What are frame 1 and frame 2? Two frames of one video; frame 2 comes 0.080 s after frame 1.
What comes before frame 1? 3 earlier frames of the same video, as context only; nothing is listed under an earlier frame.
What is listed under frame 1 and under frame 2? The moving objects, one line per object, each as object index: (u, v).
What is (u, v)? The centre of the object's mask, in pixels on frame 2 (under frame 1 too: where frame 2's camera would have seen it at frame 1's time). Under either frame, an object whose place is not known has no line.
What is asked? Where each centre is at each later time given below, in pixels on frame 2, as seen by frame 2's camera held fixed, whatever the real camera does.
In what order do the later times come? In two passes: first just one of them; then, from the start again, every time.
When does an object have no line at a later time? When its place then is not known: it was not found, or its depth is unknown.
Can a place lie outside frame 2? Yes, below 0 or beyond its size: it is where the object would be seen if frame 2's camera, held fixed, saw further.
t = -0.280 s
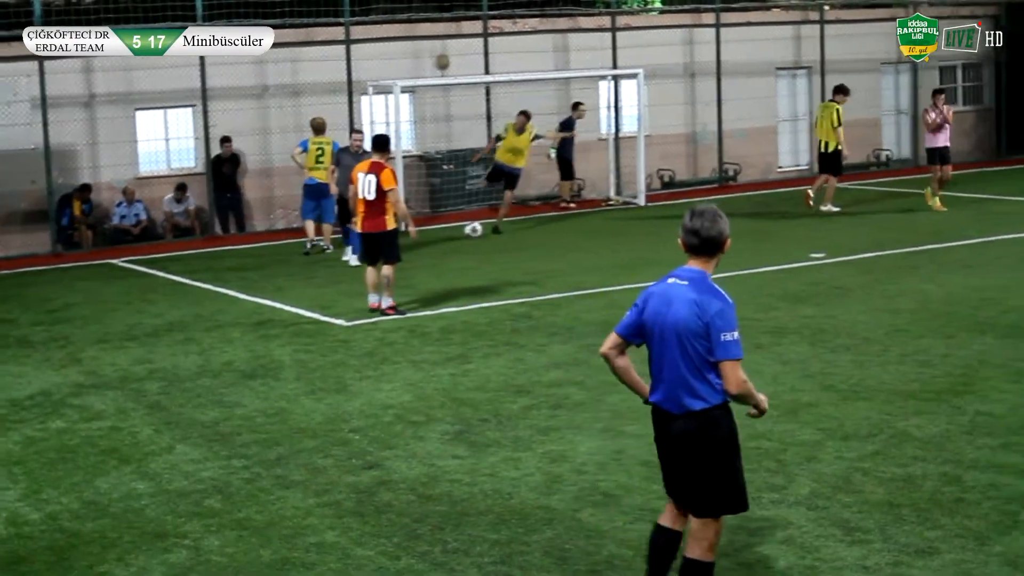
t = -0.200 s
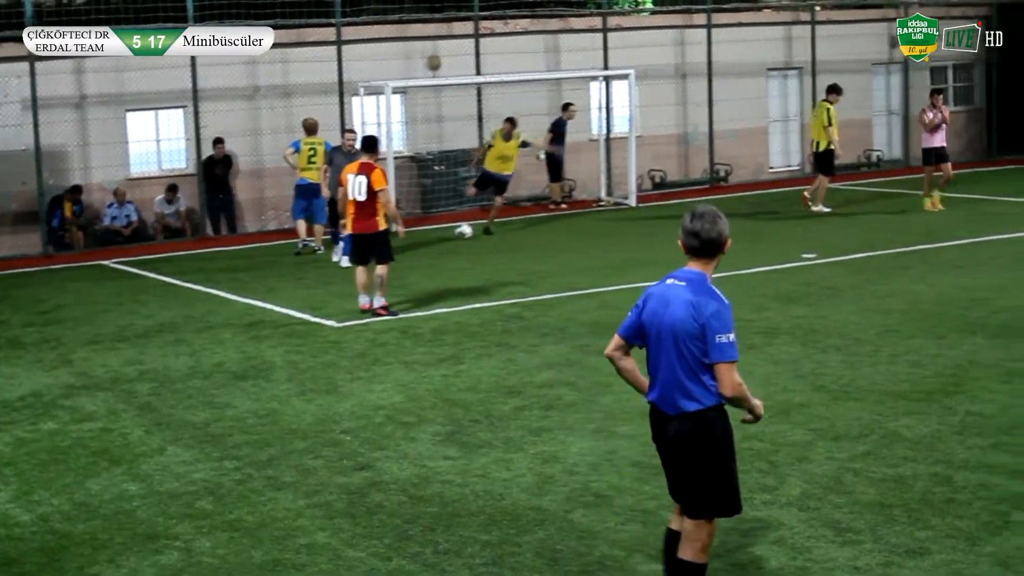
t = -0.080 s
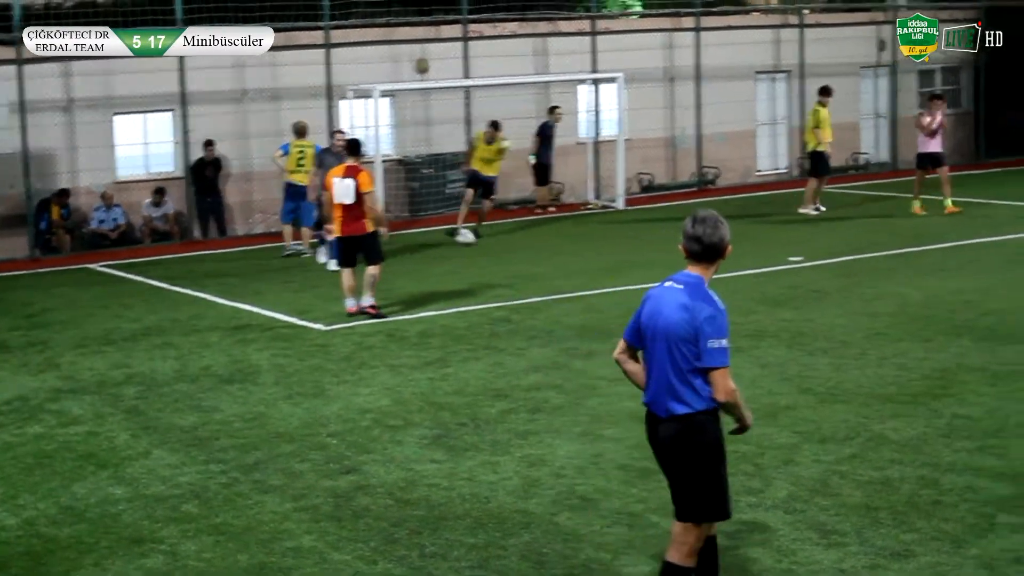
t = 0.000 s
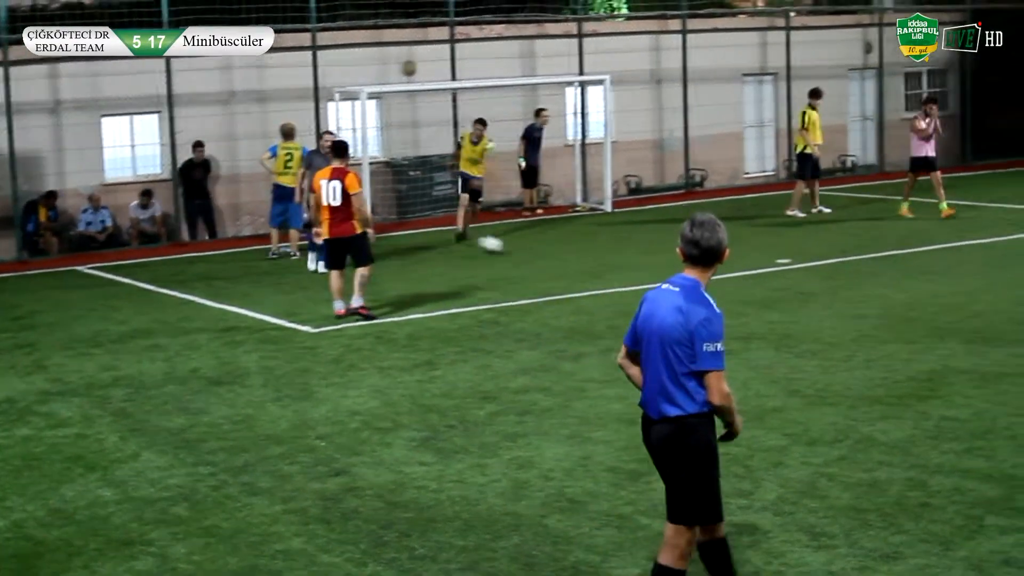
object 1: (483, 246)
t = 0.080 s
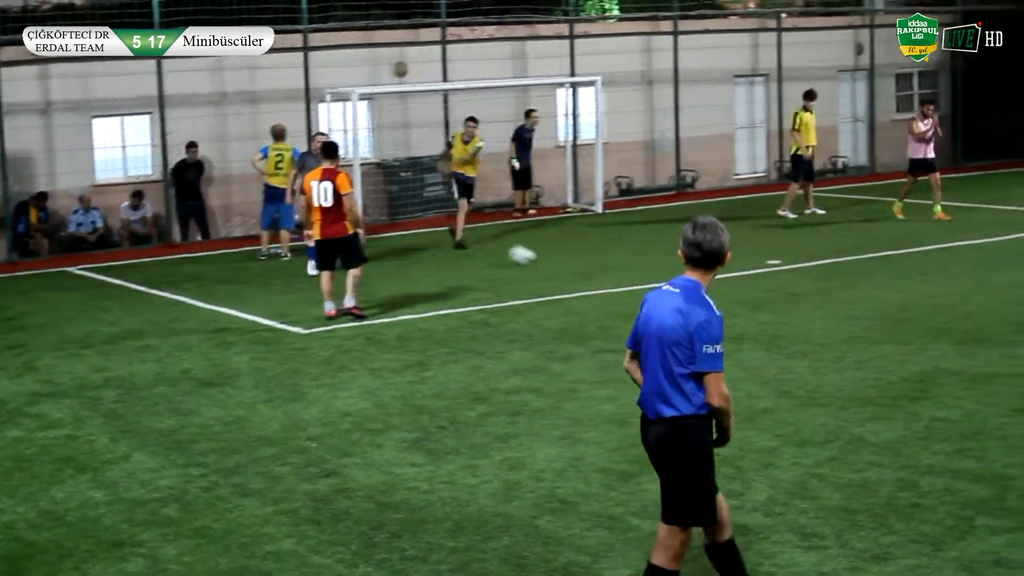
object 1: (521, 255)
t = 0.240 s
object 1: (609, 272)
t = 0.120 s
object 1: (543, 258)
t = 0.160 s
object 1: (564, 261)
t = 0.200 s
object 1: (587, 266)
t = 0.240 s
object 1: (609, 272)
